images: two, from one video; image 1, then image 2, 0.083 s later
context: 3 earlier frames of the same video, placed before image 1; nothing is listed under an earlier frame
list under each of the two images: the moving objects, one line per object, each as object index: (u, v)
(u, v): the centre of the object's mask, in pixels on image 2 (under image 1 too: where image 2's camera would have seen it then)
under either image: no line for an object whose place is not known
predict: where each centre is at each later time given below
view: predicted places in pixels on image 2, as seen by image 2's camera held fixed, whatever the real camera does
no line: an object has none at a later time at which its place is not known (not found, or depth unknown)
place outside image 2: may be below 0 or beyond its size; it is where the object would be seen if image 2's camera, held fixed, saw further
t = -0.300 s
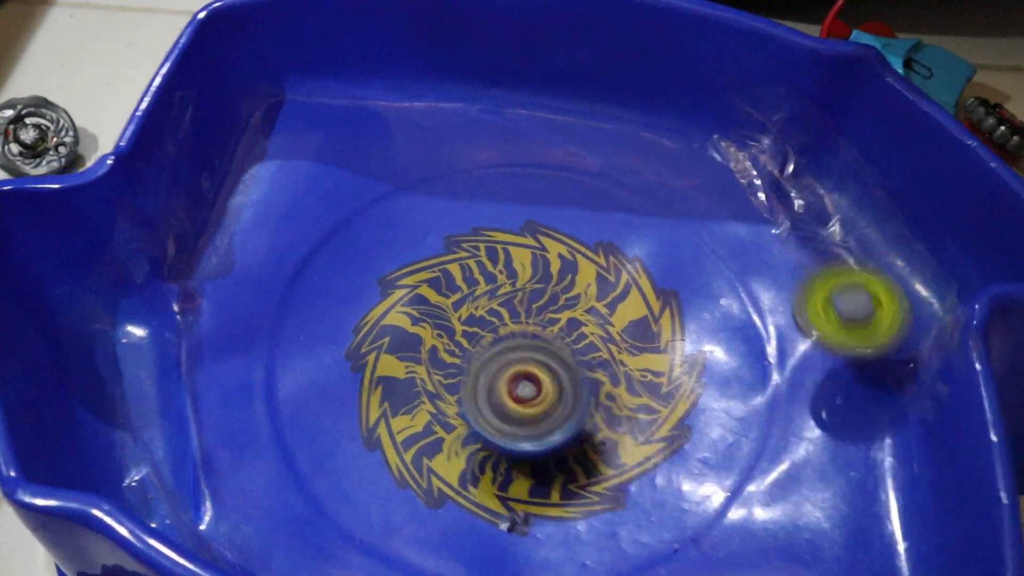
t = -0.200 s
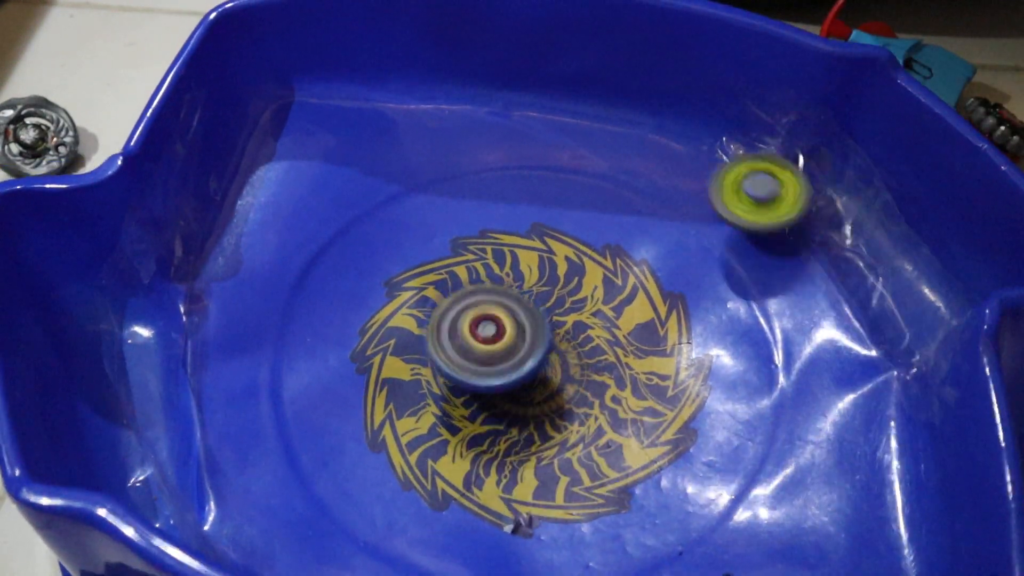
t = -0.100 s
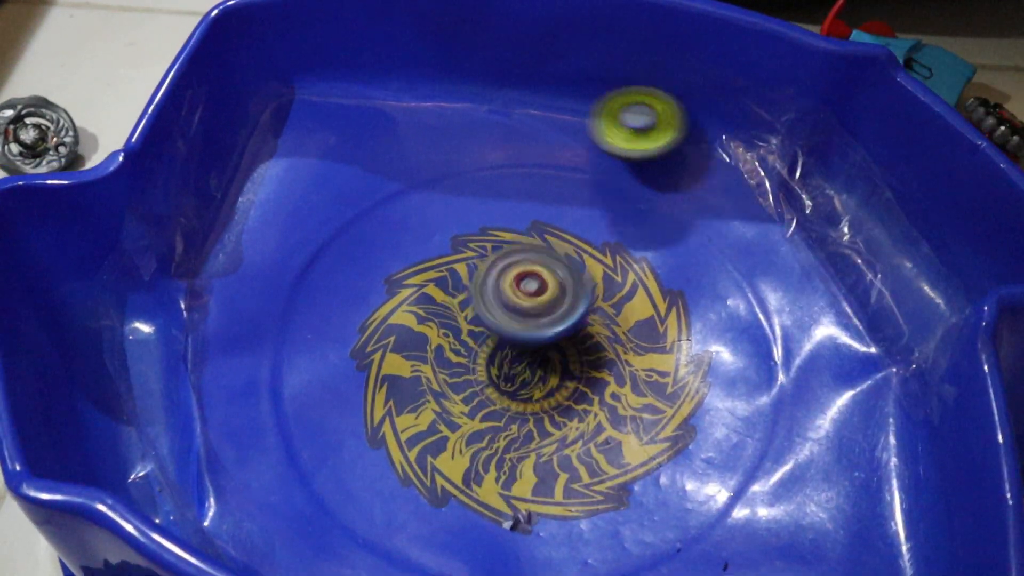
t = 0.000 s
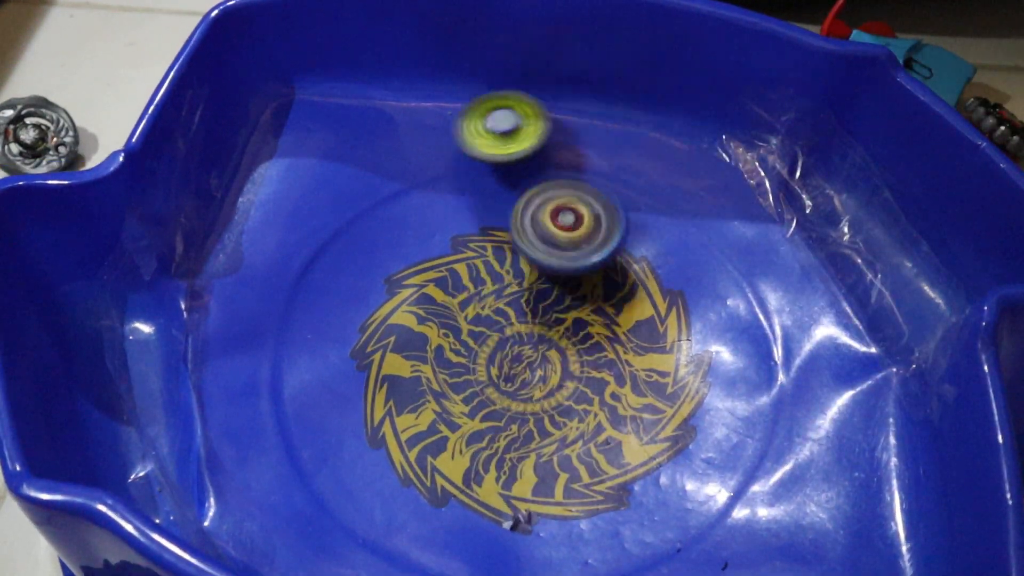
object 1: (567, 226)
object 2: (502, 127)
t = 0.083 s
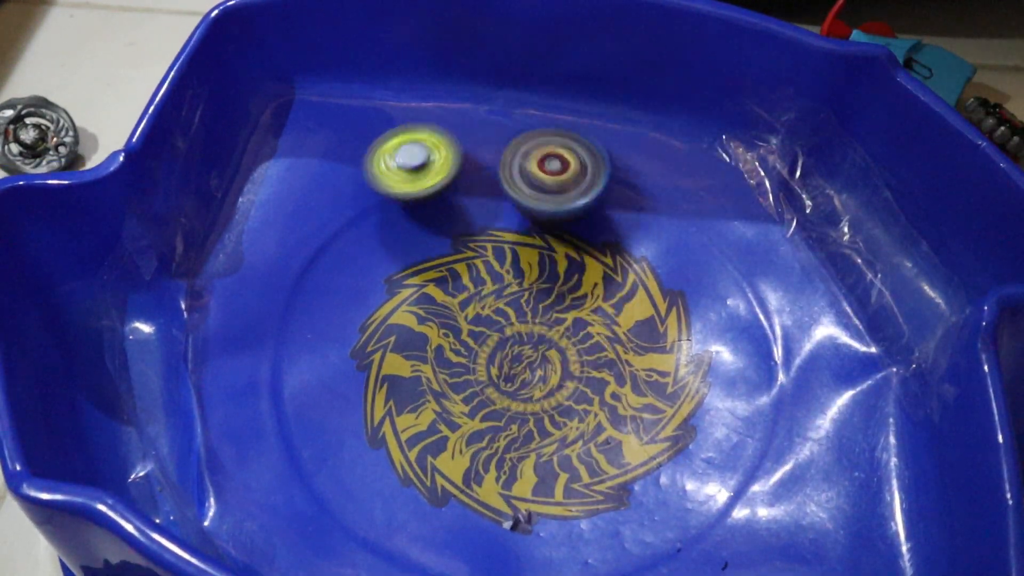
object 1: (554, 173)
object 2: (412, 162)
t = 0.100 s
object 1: (547, 165)
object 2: (398, 173)
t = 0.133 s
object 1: (531, 153)
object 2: (374, 196)
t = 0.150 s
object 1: (521, 148)
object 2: (365, 210)
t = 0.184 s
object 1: (500, 143)
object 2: (351, 239)
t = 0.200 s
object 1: (487, 142)
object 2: (345, 256)
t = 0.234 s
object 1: (460, 146)
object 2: (338, 291)
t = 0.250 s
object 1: (446, 151)
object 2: (336, 309)
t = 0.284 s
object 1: (417, 166)
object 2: (335, 342)
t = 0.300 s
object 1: (402, 177)
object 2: (336, 357)
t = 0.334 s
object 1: (378, 204)
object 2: (342, 391)
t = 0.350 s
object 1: (367, 222)
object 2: (346, 407)
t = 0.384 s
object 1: (351, 263)
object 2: (356, 435)
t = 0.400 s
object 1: (346, 288)
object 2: (364, 448)
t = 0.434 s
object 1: (344, 340)
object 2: (382, 471)
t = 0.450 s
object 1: (348, 367)
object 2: (393, 482)
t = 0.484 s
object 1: (359, 404)
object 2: (429, 521)
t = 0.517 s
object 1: (377, 437)
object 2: (470, 539)
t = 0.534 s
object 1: (390, 452)
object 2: (492, 546)
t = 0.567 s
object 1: (423, 478)
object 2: (537, 555)
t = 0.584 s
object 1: (444, 488)
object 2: (560, 557)
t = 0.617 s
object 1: (488, 503)
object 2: (602, 558)
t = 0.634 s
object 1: (512, 508)
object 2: (621, 557)
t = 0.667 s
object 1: (562, 505)
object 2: (667, 557)
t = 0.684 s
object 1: (585, 494)
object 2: (693, 560)
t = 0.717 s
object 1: (626, 469)
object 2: (751, 562)
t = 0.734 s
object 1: (647, 454)
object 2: (775, 556)
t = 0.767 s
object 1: (690, 420)
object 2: (817, 546)
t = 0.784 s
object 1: (708, 401)
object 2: (833, 540)
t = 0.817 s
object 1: (741, 360)
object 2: (862, 530)
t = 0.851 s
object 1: (765, 316)
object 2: (885, 515)
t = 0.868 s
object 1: (775, 297)
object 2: (884, 503)
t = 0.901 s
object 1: (787, 253)
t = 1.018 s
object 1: (663, 133)
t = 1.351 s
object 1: (200, 338)
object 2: (565, 256)
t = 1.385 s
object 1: (230, 407)
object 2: (547, 260)
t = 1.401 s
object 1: (248, 441)
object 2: (537, 263)
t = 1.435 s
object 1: (295, 501)
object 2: (519, 270)
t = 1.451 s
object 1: (324, 521)
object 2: (511, 274)
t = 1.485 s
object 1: (393, 542)
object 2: (494, 283)
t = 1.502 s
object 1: (434, 547)
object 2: (487, 288)
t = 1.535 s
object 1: (520, 552)
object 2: (473, 297)
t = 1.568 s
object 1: (606, 552)
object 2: (461, 309)
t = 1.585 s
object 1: (646, 549)
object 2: (455, 315)
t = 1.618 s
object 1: (722, 541)
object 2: (445, 327)
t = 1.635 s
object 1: (761, 533)
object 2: (439, 334)
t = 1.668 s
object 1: (828, 509)
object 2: (429, 348)
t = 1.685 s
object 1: (857, 491)
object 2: (424, 354)
